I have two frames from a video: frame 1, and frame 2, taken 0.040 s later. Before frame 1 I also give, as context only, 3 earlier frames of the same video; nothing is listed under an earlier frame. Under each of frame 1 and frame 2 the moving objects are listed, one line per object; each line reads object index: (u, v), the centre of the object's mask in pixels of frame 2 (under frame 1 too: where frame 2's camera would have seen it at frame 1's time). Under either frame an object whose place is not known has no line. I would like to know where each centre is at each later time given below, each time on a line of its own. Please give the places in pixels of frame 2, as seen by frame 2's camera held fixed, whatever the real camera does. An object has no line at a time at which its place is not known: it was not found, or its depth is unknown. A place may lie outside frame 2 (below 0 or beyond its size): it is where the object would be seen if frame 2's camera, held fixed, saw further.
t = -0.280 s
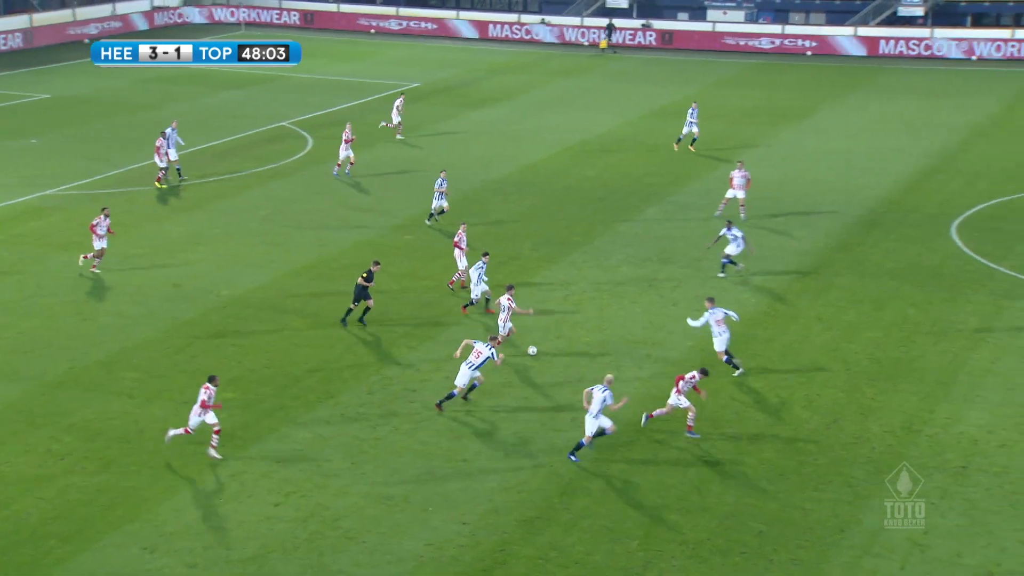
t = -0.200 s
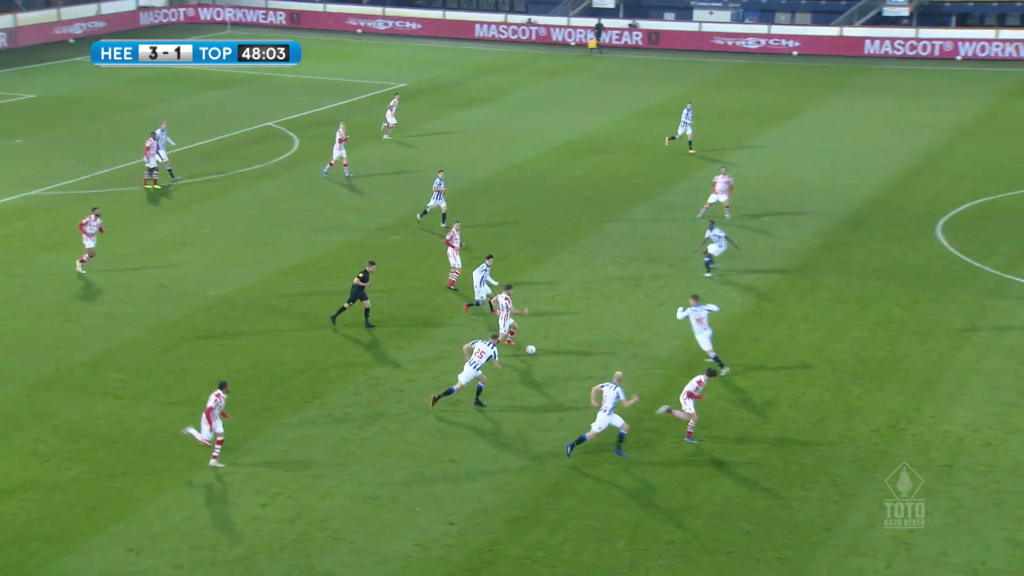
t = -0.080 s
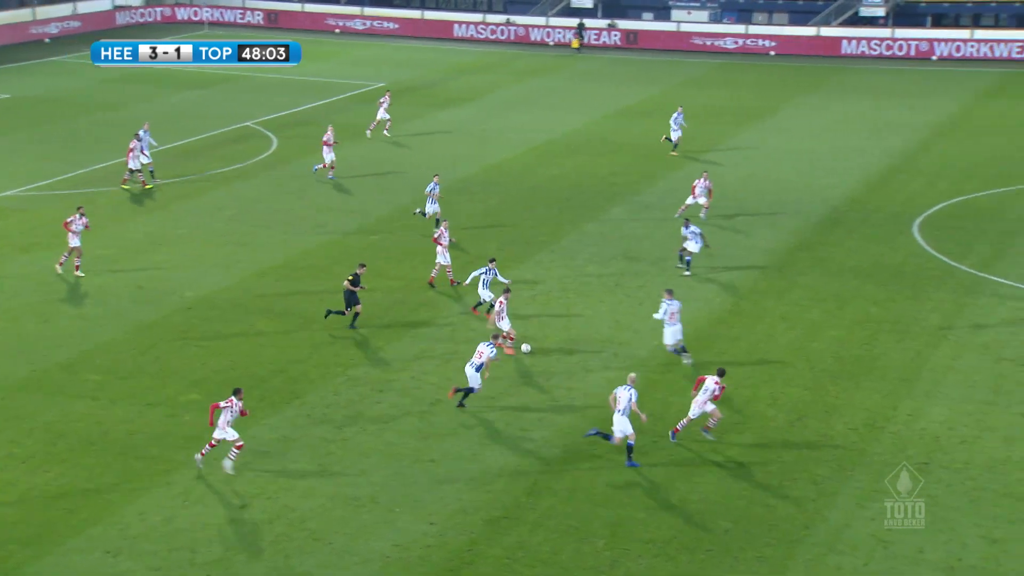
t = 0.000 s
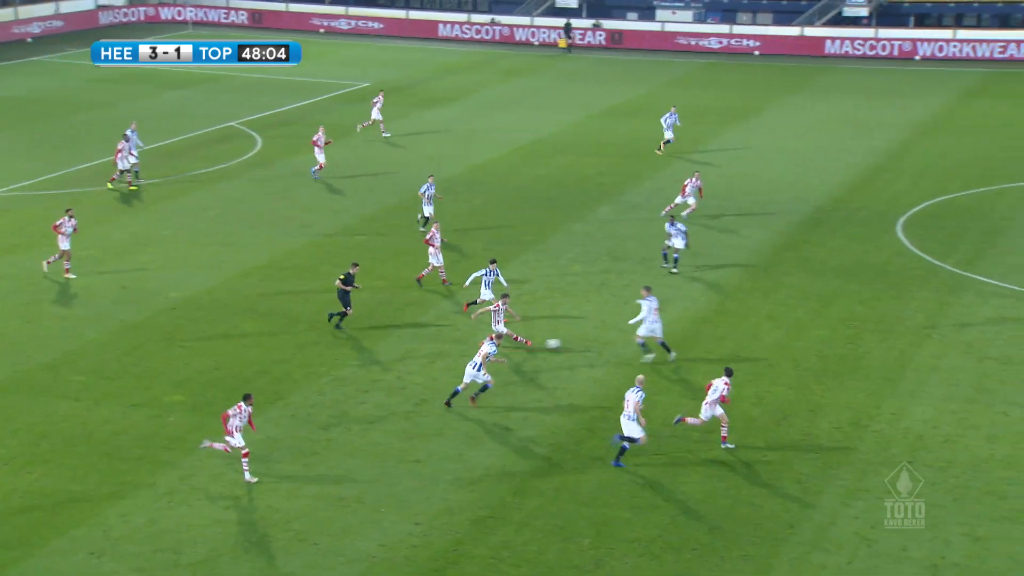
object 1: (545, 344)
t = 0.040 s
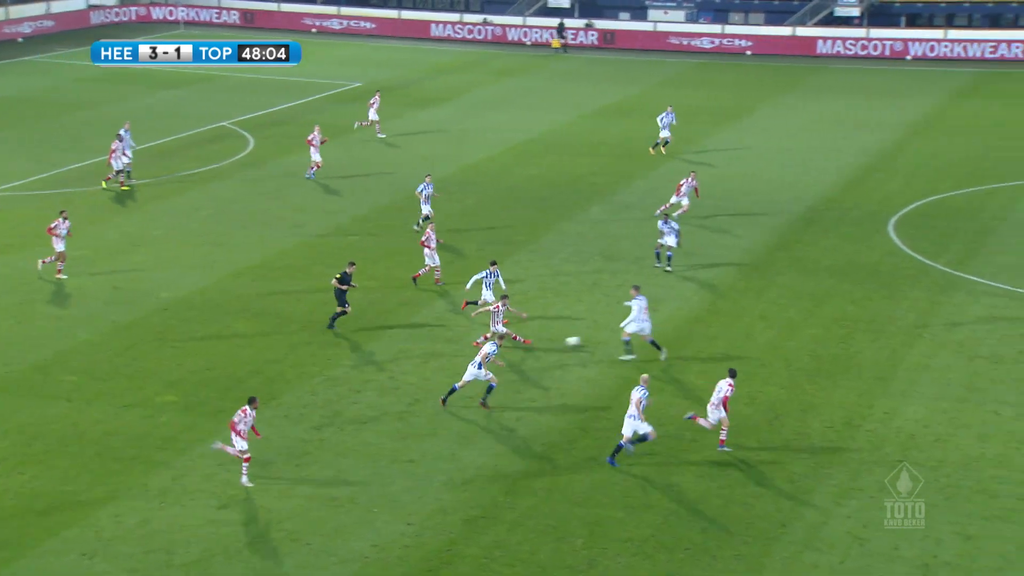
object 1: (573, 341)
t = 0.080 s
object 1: (601, 339)
